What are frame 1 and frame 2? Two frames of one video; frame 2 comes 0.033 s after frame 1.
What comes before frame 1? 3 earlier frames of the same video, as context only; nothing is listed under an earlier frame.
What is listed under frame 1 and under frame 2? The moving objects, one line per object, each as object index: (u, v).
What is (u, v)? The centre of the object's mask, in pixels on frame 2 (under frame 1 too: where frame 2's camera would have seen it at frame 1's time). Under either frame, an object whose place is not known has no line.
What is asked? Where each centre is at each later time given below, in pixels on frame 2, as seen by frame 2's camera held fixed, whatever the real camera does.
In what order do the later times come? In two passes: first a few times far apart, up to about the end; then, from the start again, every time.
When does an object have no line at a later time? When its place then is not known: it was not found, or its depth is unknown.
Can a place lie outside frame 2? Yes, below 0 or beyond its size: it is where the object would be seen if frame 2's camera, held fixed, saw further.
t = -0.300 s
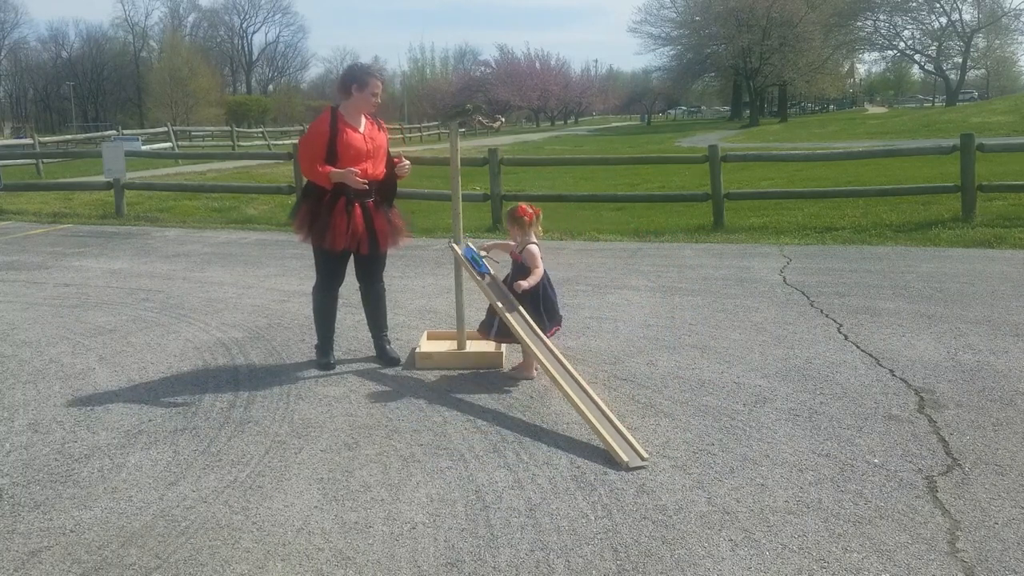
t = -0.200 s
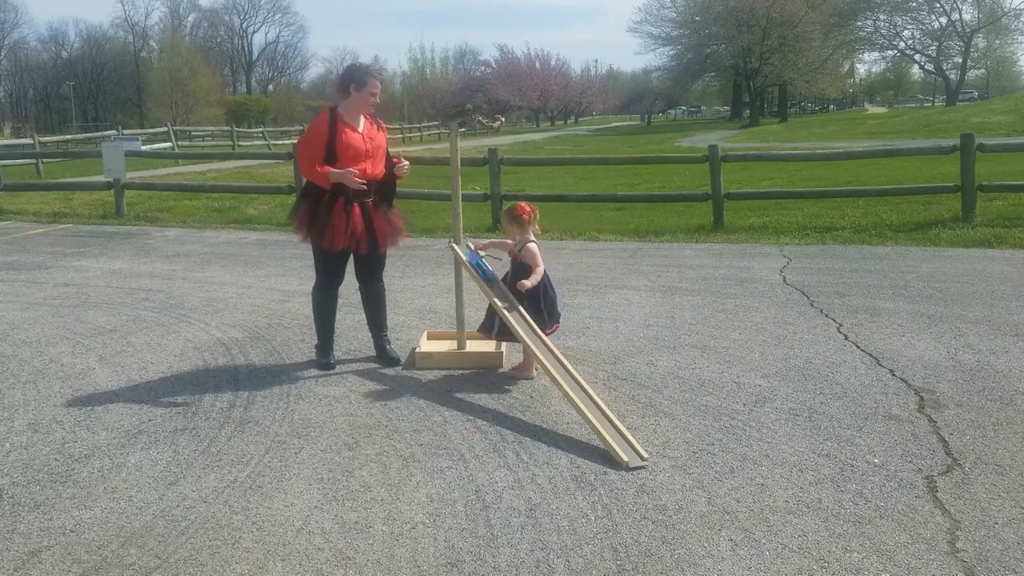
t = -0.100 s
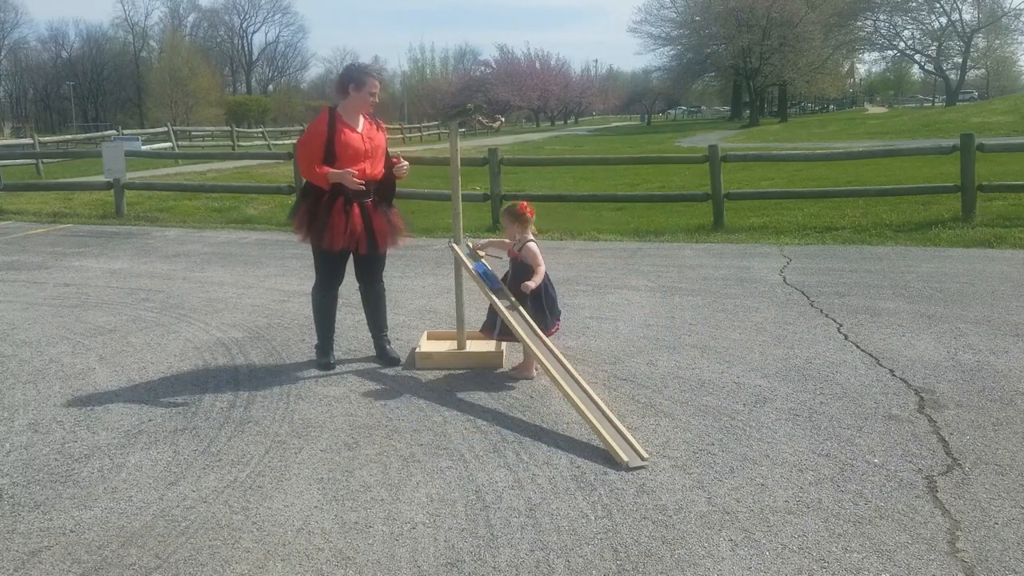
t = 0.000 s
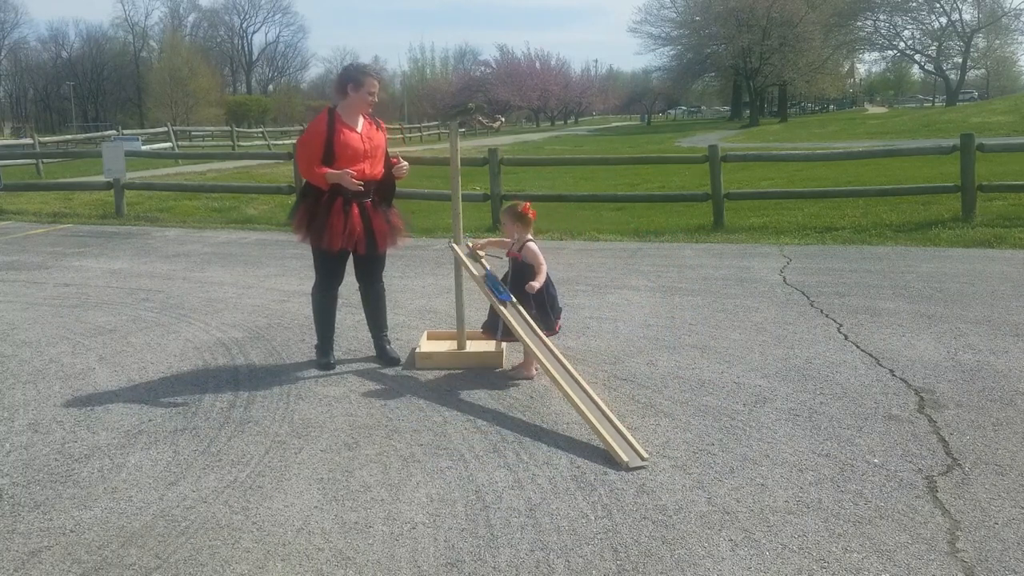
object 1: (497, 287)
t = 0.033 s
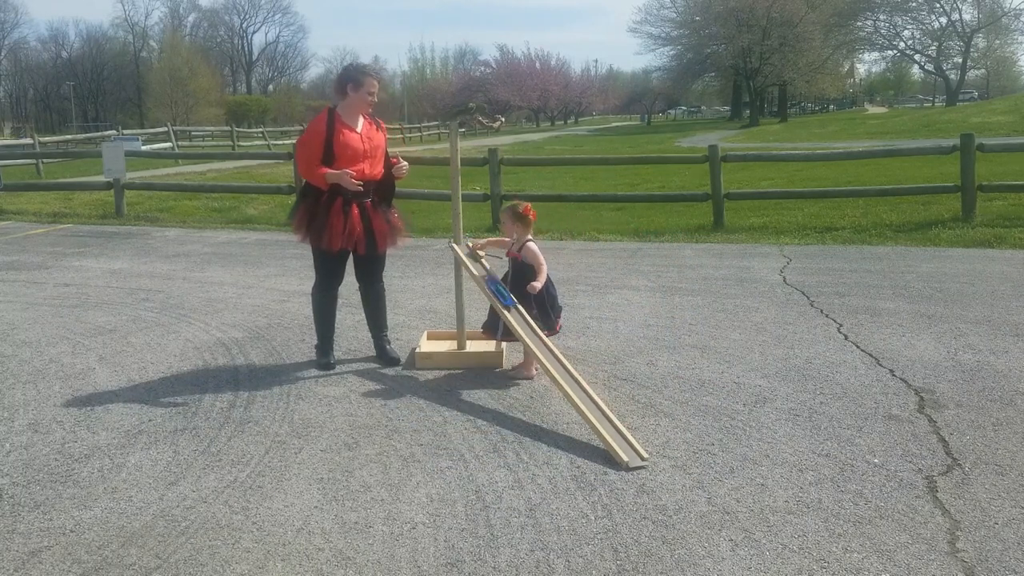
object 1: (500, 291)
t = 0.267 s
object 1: (531, 329)
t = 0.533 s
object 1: (576, 382)
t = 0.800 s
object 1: (640, 457)
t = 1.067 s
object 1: (702, 507)
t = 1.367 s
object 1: (728, 536)
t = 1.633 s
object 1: (737, 545)
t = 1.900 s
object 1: (738, 545)
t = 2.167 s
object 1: (738, 545)
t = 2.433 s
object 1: (738, 545)
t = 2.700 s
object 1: (738, 546)
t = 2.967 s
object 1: (738, 546)
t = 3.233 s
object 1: (738, 546)
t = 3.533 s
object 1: (738, 546)
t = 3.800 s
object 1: (739, 546)
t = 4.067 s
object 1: (739, 546)
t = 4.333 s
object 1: (738, 546)
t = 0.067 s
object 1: (502, 294)
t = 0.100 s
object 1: (508, 302)
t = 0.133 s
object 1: (512, 306)
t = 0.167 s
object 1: (516, 312)
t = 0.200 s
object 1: (521, 319)
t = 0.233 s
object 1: (526, 325)
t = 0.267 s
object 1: (531, 329)
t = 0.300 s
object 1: (536, 335)
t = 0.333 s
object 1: (541, 341)
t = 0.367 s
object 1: (547, 348)
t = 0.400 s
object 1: (552, 355)
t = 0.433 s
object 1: (557, 362)
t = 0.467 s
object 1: (563, 368)
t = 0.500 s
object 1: (570, 376)
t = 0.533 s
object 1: (576, 382)
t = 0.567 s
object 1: (583, 392)
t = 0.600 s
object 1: (590, 400)
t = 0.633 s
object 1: (598, 409)
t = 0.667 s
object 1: (604, 417)
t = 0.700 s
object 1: (613, 428)
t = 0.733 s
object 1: (621, 437)
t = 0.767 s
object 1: (630, 448)
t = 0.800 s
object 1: (640, 457)
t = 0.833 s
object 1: (656, 473)
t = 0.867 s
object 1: (664, 478)
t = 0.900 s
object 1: (671, 483)
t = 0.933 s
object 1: (678, 489)
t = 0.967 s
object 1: (686, 495)
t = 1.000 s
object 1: (691, 499)
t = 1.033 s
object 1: (698, 504)
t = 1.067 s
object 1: (702, 507)
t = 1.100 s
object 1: (706, 512)
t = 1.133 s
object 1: (710, 516)
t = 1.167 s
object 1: (713, 520)
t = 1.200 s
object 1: (717, 523)
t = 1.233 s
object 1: (719, 526)
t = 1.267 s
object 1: (721, 528)
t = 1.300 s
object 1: (724, 531)
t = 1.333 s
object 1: (727, 534)
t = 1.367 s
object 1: (728, 536)
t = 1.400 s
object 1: (730, 538)
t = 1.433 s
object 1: (732, 539)
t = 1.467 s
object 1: (734, 541)
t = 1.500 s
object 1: (735, 542)
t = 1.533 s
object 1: (735, 543)
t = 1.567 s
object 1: (736, 544)
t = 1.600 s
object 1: (737, 544)
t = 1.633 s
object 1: (737, 545)
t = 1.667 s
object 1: (738, 545)
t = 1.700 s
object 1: (738, 545)
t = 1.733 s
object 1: (738, 545)
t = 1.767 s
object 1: (738, 545)
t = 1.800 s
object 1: (738, 545)
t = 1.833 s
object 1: (738, 545)
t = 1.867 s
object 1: (738, 545)
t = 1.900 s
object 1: (738, 545)
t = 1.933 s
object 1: (738, 545)
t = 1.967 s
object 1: (738, 545)
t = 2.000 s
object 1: (738, 545)
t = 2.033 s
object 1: (738, 545)
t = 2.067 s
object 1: (738, 545)
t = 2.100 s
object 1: (738, 545)
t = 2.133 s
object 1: (738, 546)
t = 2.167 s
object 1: (738, 545)
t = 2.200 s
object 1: (738, 546)
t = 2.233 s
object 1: (738, 546)
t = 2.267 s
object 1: (738, 546)
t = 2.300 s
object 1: (738, 546)
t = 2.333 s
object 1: (738, 546)
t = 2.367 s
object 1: (738, 546)
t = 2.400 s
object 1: (738, 545)
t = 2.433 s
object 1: (738, 545)
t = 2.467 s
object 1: (738, 545)
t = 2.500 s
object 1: (738, 545)
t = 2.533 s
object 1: (738, 545)
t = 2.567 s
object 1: (738, 545)
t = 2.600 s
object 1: (738, 545)
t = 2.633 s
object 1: (738, 546)
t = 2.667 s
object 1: (738, 546)
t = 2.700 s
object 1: (738, 546)
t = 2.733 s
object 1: (738, 546)
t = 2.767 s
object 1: (738, 546)
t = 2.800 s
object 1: (738, 546)
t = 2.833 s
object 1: (738, 546)
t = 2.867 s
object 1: (738, 546)
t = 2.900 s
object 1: (738, 546)
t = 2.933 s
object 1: (738, 546)
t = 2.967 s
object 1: (738, 546)
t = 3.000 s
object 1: (738, 546)
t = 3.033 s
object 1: (738, 546)
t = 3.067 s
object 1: (738, 546)
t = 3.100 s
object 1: (738, 546)
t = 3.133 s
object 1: (738, 546)
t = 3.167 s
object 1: (738, 546)
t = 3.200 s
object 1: (738, 546)
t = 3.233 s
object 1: (738, 546)
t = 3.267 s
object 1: (738, 546)
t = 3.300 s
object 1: (738, 546)
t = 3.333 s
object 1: (738, 546)
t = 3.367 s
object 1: (738, 546)
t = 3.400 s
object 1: (738, 546)
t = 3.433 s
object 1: (738, 546)
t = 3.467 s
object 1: (738, 546)
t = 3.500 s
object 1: (738, 546)
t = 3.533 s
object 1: (738, 546)
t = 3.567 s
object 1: (739, 546)
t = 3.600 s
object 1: (739, 546)
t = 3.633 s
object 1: (739, 547)
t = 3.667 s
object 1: (739, 546)
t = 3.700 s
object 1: (739, 546)
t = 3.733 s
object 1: (739, 546)
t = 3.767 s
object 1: (739, 546)
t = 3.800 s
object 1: (739, 546)
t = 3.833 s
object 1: (739, 546)
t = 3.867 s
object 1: (739, 546)
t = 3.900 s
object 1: (739, 546)
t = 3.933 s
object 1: (739, 546)
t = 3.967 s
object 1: (739, 546)
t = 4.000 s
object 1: (739, 546)
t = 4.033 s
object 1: (739, 546)
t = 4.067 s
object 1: (739, 546)
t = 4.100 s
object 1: (739, 546)
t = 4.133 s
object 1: (739, 547)
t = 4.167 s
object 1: (739, 547)
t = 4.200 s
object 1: (739, 546)
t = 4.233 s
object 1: (739, 546)
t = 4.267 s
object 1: (739, 546)
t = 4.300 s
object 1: (739, 546)
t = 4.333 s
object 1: (738, 546)
